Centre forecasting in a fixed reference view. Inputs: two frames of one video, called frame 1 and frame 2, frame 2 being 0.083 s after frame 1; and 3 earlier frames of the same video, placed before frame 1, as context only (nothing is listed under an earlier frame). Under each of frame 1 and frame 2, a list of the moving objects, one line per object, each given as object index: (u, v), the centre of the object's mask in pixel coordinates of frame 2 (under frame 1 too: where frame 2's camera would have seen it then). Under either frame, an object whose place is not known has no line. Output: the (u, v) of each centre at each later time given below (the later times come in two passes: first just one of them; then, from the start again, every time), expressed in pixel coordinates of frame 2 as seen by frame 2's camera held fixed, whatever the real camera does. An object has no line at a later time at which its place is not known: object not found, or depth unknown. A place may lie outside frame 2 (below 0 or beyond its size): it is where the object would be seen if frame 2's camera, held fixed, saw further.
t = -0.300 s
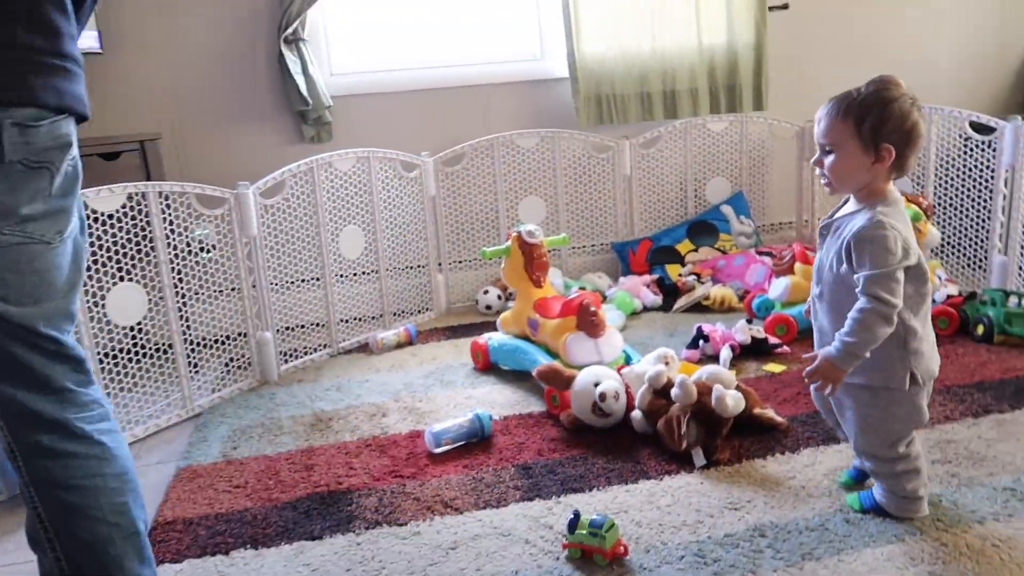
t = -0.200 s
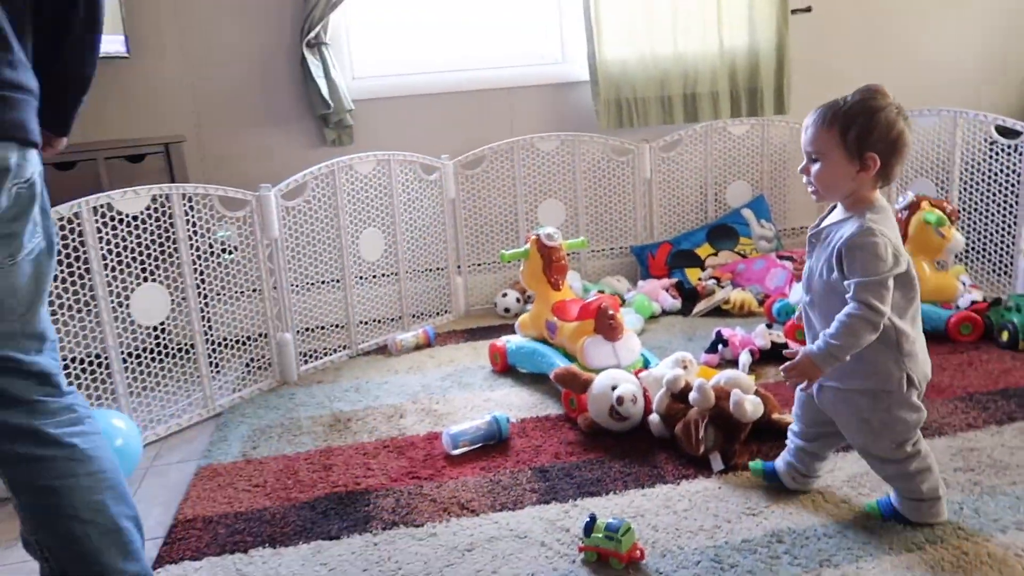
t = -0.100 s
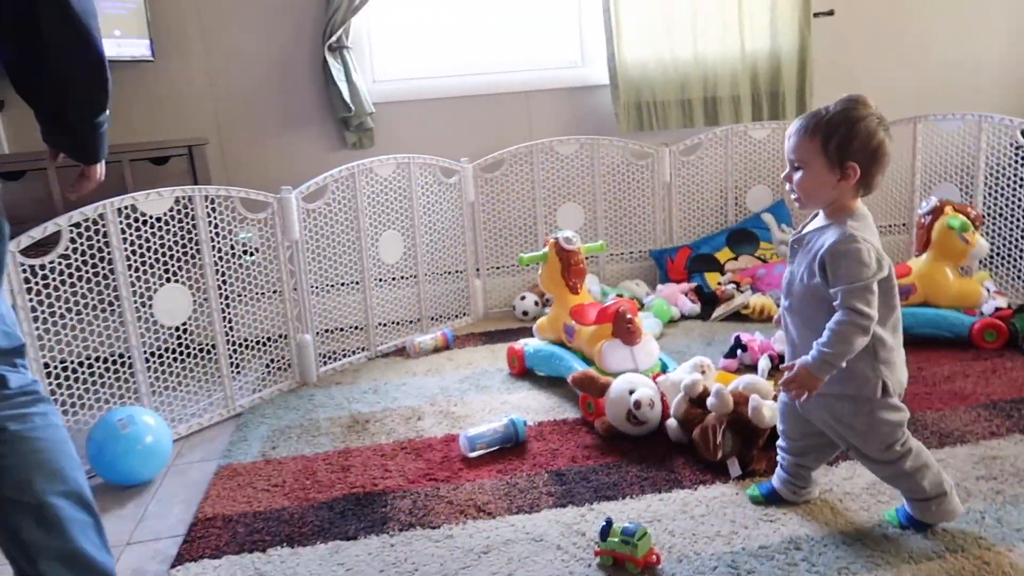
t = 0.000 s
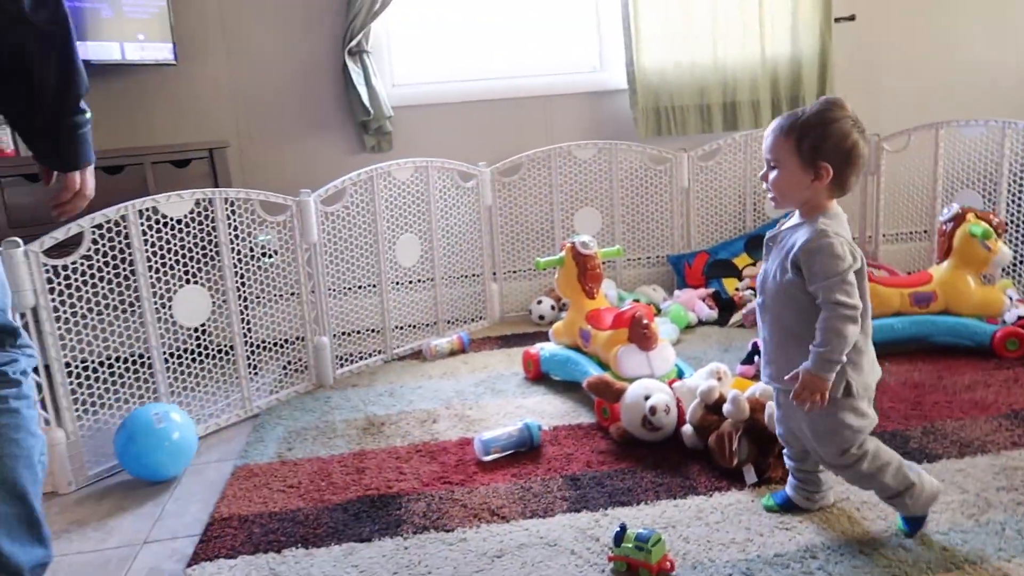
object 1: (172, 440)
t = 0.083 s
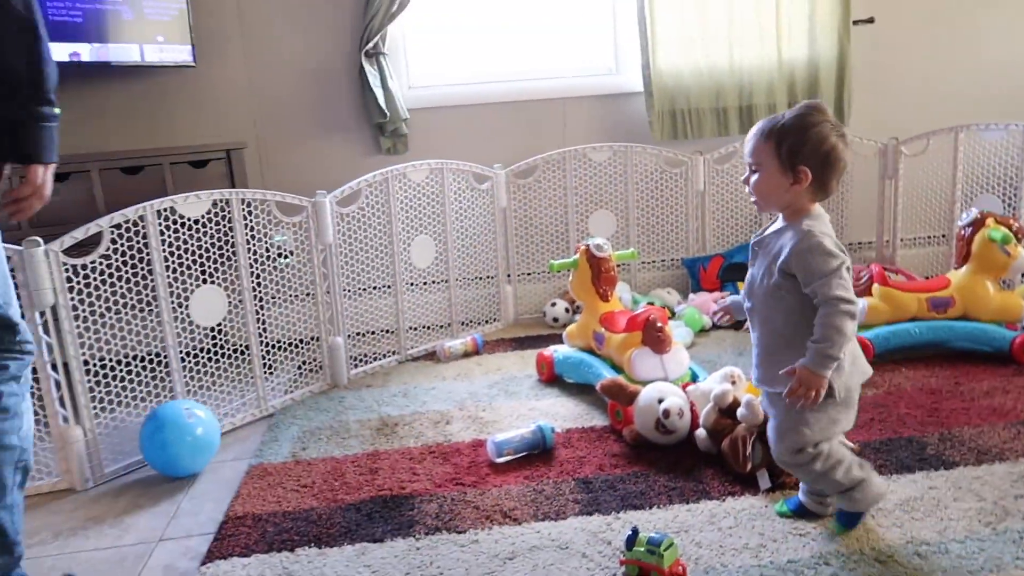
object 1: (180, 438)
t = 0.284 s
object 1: (201, 432)
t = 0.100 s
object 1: (181, 438)
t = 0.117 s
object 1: (183, 438)
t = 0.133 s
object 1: (185, 438)
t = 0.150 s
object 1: (186, 436)
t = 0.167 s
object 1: (188, 436)
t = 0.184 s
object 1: (189, 436)
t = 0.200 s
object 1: (191, 435)
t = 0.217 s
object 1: (193, 434)
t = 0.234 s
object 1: (195, 434)
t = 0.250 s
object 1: (197, 433)
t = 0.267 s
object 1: (199, 432)
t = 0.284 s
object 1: (201, 432)
